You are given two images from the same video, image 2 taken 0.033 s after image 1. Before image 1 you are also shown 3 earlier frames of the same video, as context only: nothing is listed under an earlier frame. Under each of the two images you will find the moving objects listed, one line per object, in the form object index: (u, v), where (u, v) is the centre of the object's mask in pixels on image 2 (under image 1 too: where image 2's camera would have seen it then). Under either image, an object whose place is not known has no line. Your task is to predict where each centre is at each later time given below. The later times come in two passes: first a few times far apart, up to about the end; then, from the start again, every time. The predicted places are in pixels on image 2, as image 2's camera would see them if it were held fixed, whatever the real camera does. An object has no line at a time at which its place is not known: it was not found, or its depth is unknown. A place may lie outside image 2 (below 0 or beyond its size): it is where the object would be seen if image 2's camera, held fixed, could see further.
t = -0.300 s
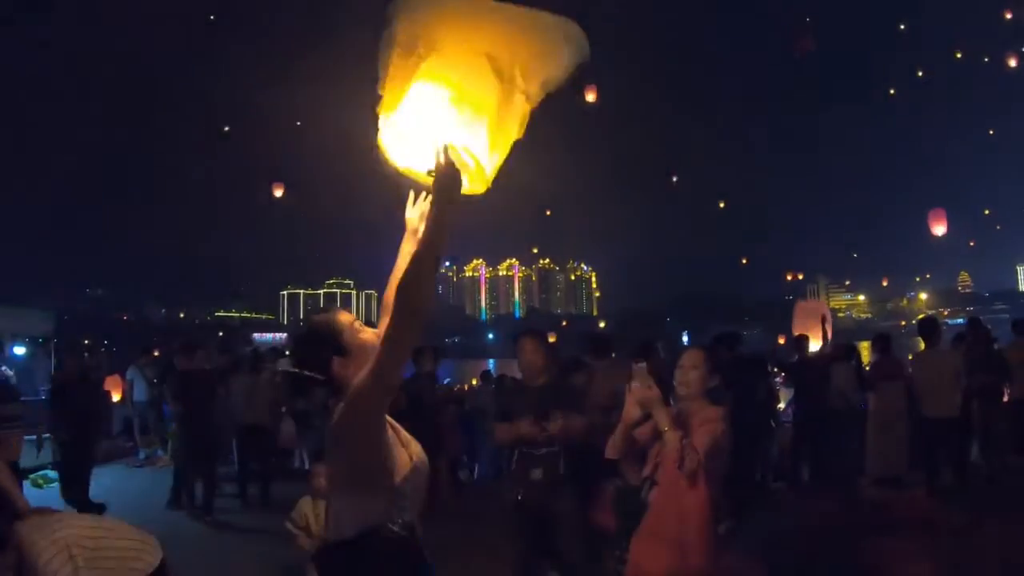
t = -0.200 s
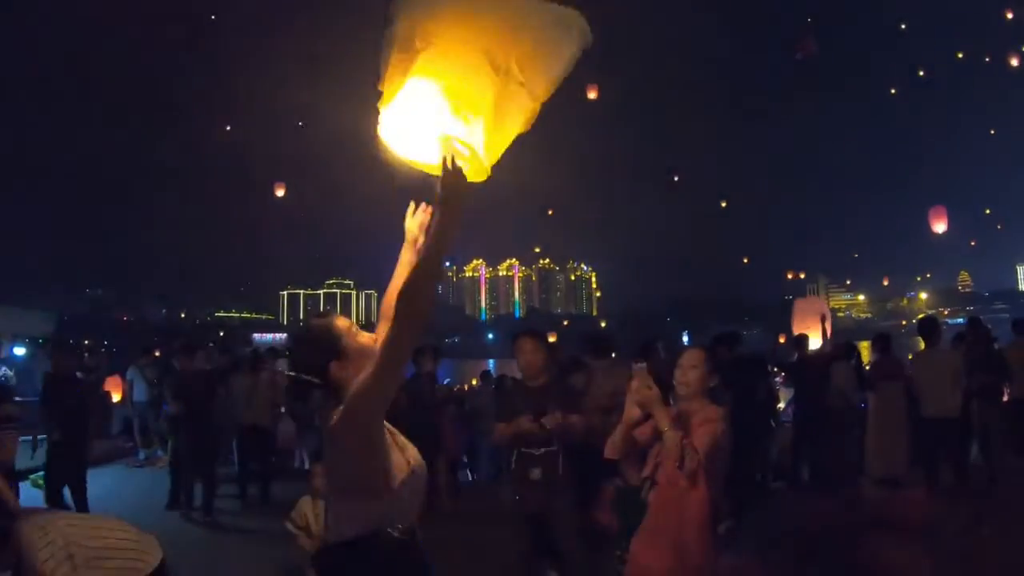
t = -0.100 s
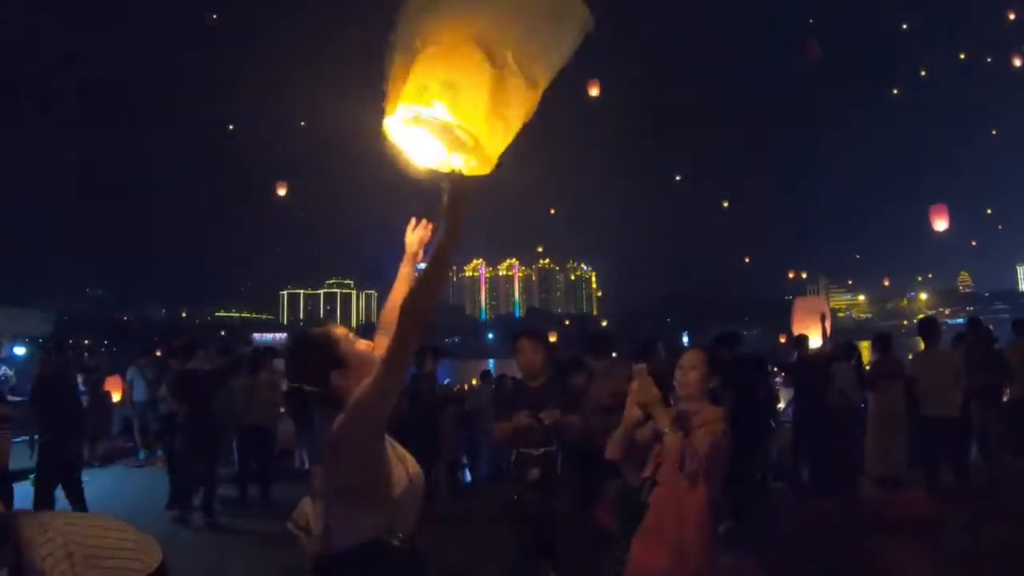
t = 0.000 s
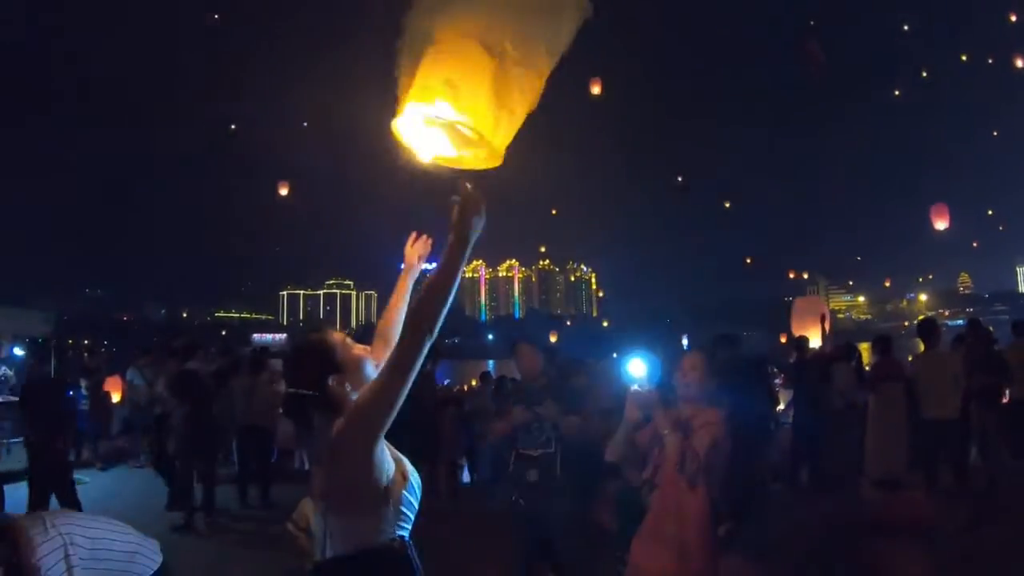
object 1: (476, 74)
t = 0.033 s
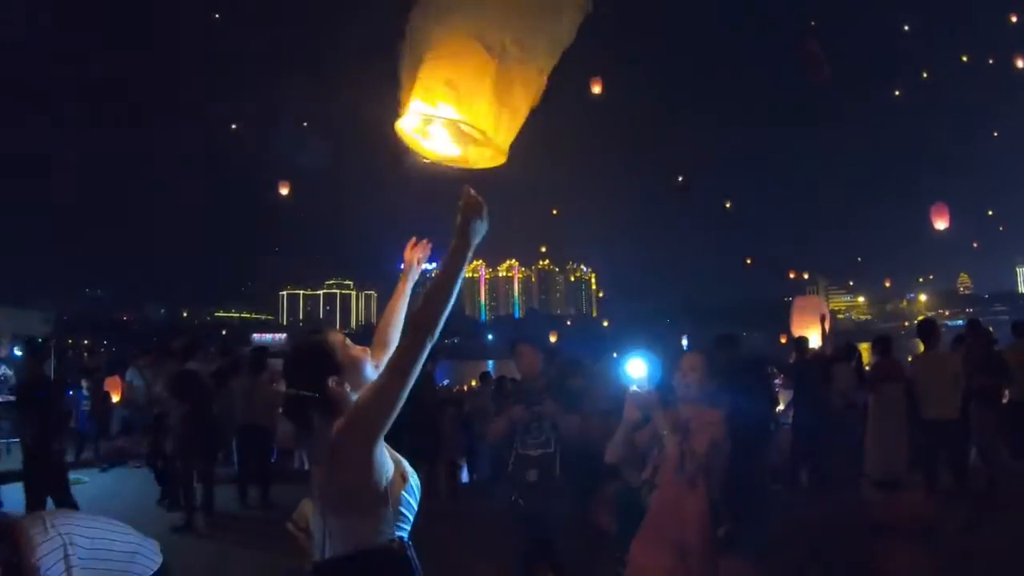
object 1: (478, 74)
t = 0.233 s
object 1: (491, 70)
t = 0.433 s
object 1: (514, 68)
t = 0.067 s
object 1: (480, 73)
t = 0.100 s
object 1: (481, 73)
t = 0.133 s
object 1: (483, 72)
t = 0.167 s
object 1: (486, 71)
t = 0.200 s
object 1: (489, 71)
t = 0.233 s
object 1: (491, 70)
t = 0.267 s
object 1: (494, 69)
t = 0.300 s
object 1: (498, 68)
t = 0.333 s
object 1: (501, 68)
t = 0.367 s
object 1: (505, 68)
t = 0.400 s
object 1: (510, 68)
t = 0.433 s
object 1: (514, 68)
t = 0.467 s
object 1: (517, 69)
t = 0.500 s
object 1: (521, 69)
